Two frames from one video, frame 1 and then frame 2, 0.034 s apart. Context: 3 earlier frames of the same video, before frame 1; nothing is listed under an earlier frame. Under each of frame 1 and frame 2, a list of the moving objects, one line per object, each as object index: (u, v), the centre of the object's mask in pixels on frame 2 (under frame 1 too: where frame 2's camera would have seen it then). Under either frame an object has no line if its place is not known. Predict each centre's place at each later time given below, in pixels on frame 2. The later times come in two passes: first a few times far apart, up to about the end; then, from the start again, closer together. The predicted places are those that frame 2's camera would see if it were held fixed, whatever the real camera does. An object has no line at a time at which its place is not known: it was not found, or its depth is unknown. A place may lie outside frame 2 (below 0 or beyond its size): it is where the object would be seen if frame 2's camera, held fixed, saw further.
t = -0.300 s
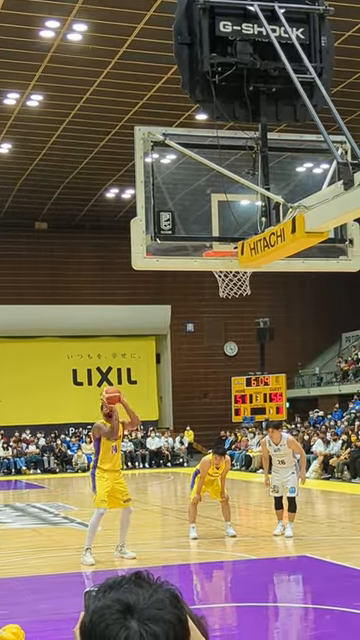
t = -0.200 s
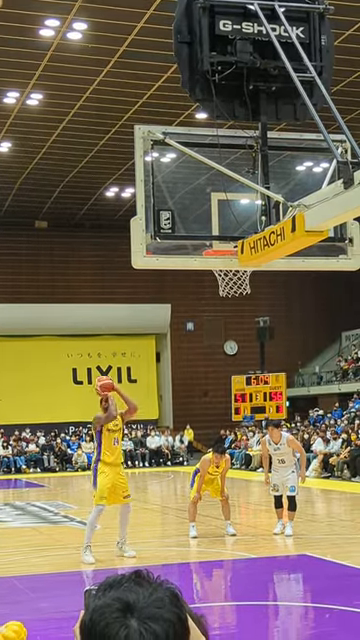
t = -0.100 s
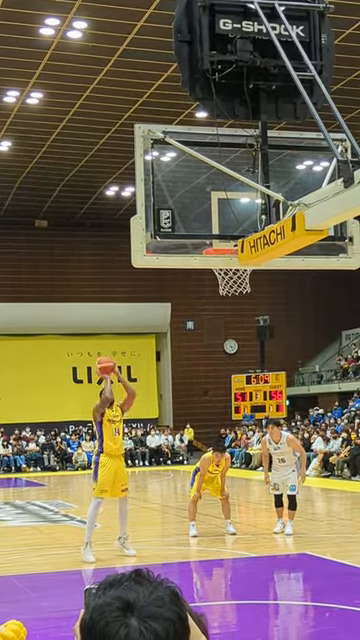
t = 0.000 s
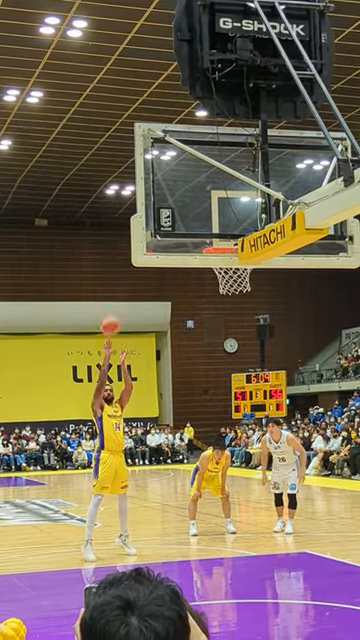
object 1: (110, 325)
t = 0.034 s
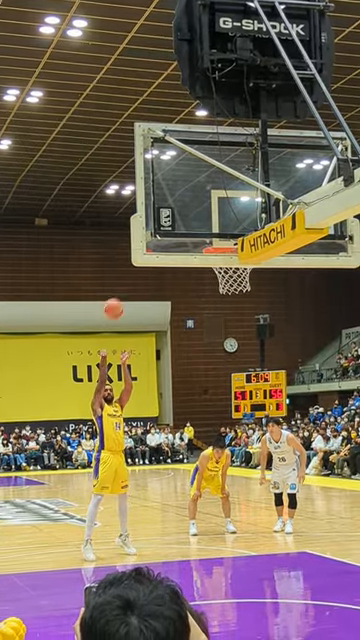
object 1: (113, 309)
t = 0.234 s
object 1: (125, 232)
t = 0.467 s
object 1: (155, 172)
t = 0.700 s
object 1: (183, 159)
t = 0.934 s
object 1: (223, 197)
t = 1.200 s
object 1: (215, 275)
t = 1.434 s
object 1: (253, 321)
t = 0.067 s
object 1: (115, 294)
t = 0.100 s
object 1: (118, 281)
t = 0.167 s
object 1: (122, 255)
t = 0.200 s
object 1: (124, 243)
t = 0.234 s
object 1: (125, 232)
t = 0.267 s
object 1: (128, 219)
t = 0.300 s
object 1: (131, 209)
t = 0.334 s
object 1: (133, 202)
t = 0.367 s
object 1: (148, 193)
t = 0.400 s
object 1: (150, 185)
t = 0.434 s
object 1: (152, 179)
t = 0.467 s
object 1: (155, 172)
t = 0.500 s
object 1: (159, 167)
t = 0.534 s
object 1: (163, 163)
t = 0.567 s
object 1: (167, 160)
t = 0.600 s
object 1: (170, 157)
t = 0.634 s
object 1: (175, 156)
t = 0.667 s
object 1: (179, 157)
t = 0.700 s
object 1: (183, 159)
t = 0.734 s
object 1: (187, 161)
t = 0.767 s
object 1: (193, 163)
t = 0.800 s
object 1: (198, 165)
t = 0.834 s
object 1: (203, 171)
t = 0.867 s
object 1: (210, 177)
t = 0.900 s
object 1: (214, 182)
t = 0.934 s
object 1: (223, 197)
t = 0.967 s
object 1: (228, 210)
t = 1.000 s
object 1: (234, 219)
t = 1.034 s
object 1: (239, 226)
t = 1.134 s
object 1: (211, 276)
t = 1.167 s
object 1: (211, 273)
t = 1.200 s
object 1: (215, 275)
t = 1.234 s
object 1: (220, 277)
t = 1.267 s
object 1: (225, 279)
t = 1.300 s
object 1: (232, 287)
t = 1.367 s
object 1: (242, 300)
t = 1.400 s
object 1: (248, 310)
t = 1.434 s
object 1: (253, 321)
